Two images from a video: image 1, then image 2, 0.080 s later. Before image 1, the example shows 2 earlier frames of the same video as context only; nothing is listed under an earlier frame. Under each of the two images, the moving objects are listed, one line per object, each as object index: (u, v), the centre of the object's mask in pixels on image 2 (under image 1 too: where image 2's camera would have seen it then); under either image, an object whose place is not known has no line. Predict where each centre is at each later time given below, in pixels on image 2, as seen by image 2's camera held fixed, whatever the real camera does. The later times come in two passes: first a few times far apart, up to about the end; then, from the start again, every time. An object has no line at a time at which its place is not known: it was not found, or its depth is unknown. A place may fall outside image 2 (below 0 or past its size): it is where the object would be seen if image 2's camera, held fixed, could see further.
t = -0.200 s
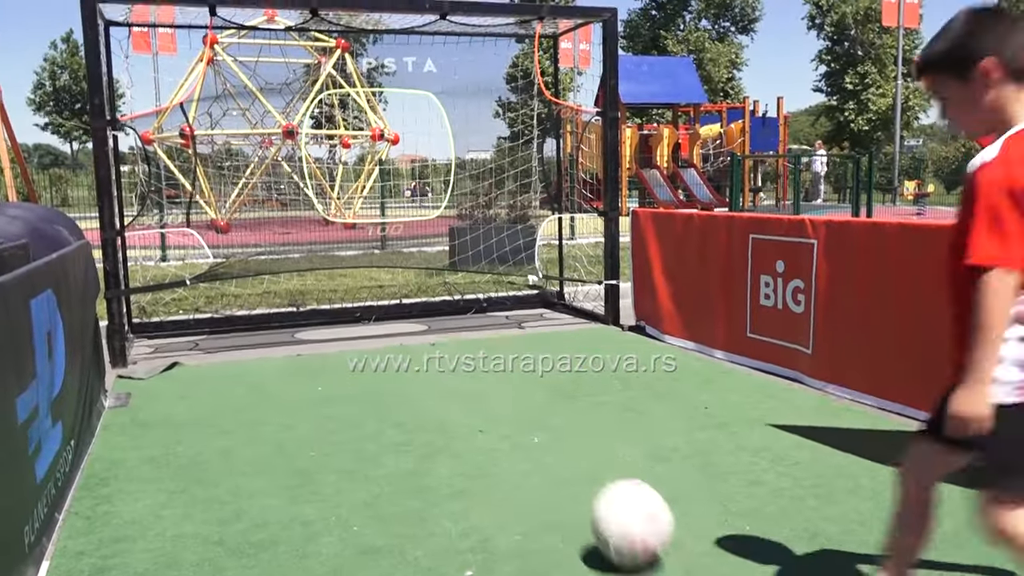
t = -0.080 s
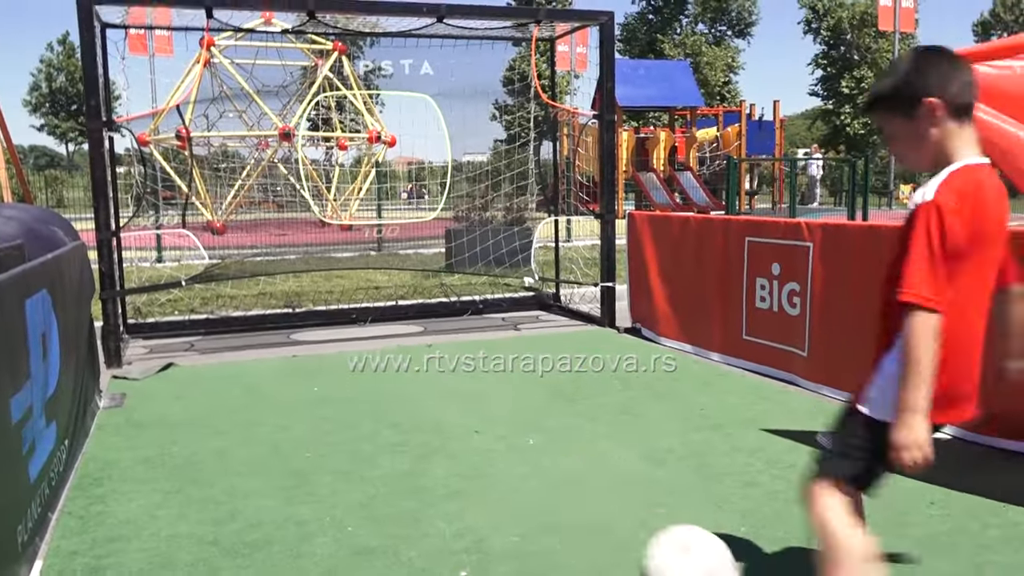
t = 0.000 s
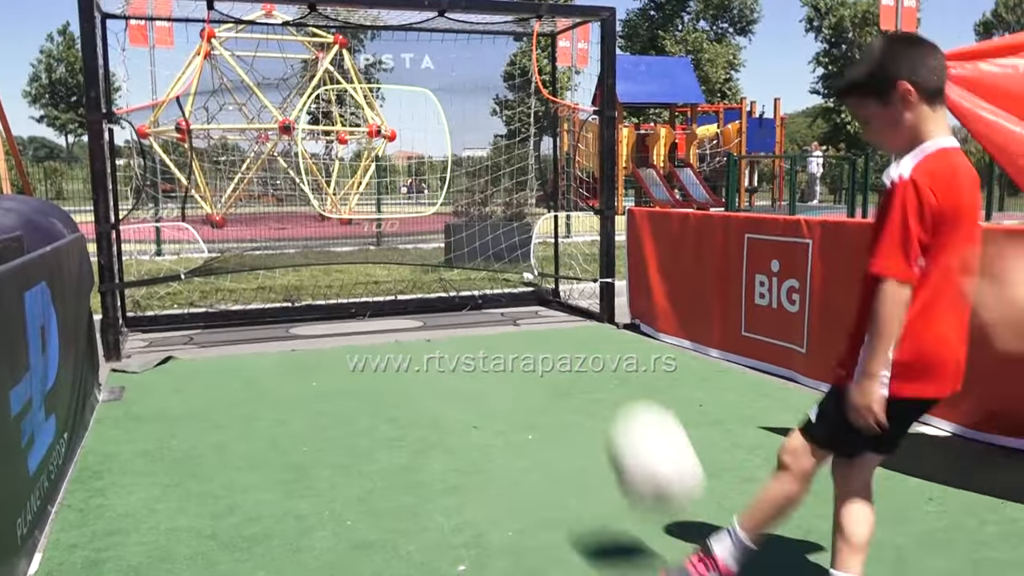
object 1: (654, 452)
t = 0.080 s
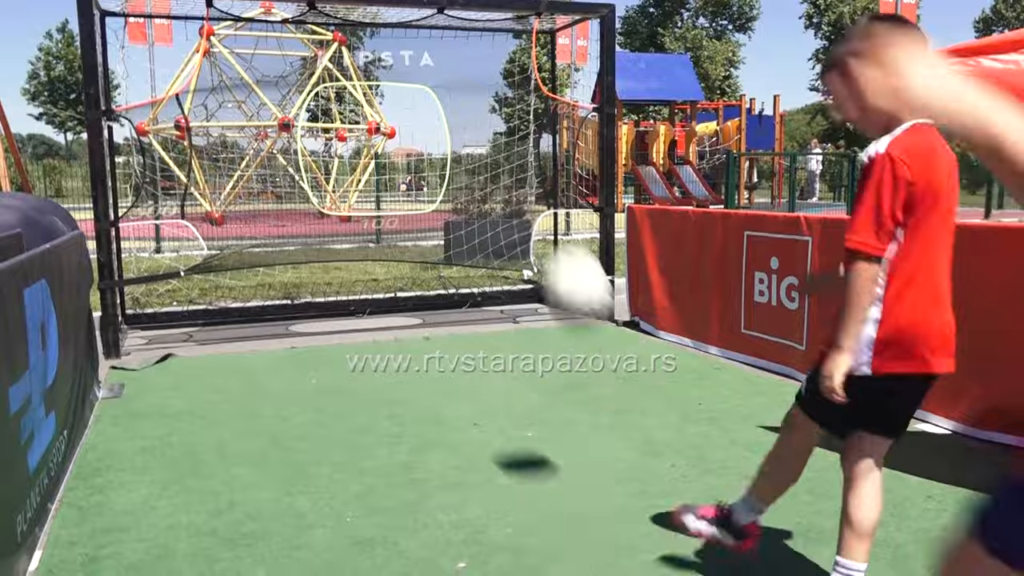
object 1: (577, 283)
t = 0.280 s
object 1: (473, 102)
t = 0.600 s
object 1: (412, 86)
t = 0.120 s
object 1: (546, 224)
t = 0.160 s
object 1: (526, 180)
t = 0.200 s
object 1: (506, 146)
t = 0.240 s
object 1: (488, 122)
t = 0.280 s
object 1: (473, 102)
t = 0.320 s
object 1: (461, 88)
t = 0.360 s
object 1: (450, 79)
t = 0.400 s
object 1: (440, 74)
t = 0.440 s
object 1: (431, 72)
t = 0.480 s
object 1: (422, 73)
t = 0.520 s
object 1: (415, 76)
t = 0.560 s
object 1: (411, 80)
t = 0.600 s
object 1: (412, 86)
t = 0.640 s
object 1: (414, 102)
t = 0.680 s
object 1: (417, 122)
